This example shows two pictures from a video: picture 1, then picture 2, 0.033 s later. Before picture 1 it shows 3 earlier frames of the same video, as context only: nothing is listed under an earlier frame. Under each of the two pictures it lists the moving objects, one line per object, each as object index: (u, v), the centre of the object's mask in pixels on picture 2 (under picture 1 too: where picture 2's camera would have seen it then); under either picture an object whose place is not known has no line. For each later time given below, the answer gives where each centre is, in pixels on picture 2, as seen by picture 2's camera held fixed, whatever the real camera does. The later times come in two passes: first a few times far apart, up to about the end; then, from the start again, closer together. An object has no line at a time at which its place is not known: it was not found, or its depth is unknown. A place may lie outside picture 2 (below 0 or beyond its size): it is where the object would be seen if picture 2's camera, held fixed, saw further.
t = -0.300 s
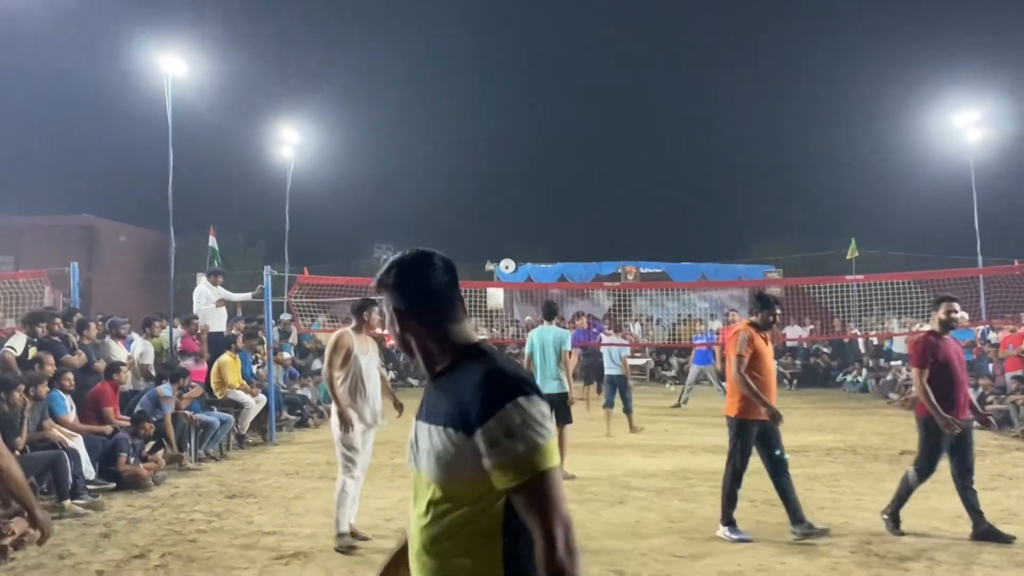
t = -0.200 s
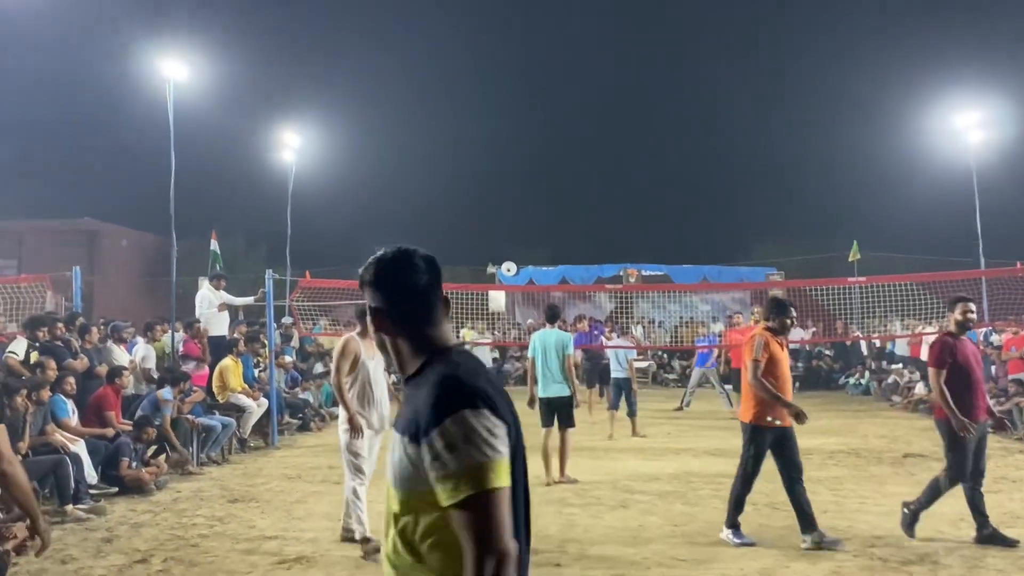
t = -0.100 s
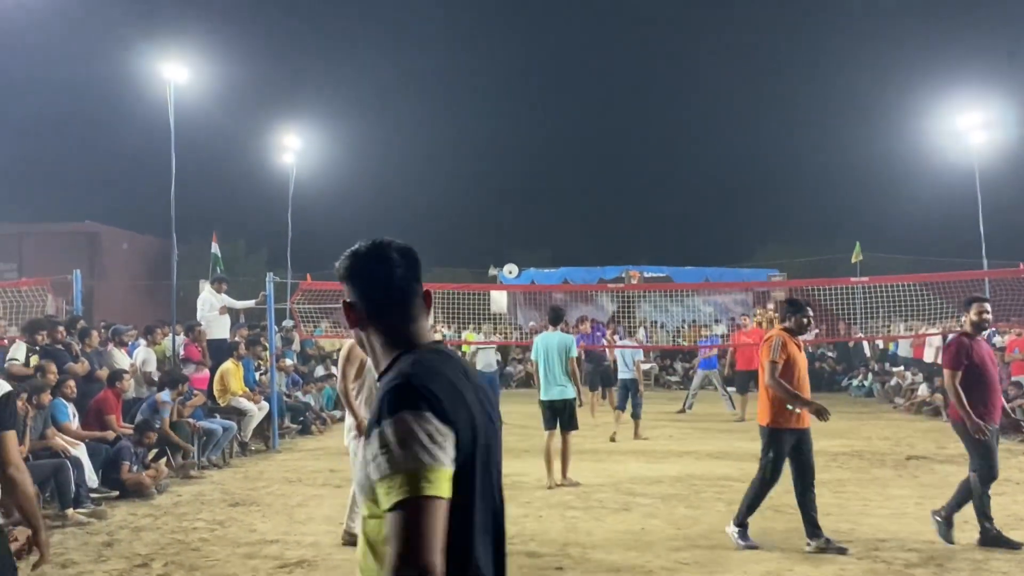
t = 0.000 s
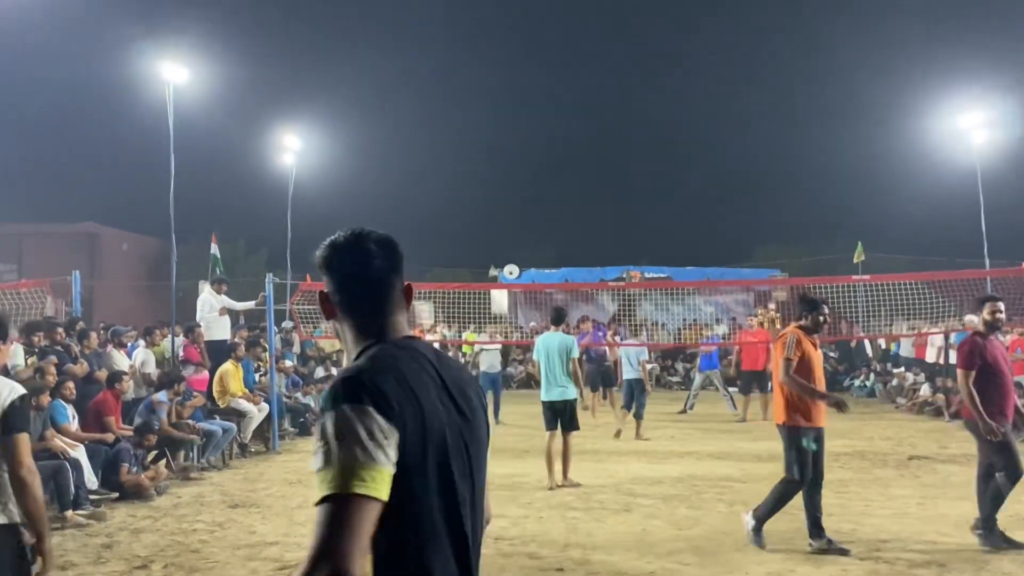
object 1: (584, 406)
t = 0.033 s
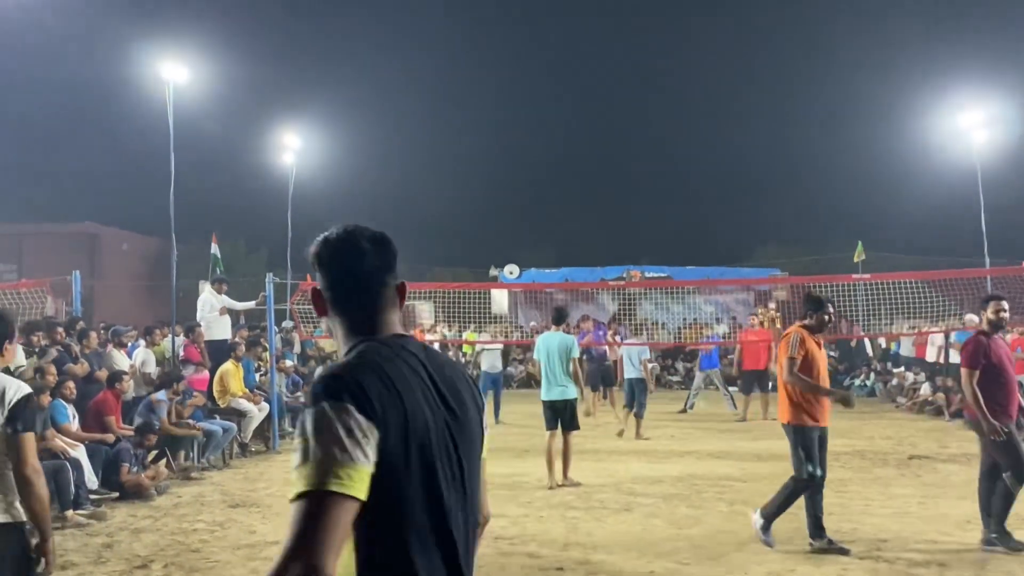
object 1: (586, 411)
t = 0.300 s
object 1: (605, 445)
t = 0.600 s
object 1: (635, 460)
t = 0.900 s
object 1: (680, 516)
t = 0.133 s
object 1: (593, 438)
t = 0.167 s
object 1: (595, 449)
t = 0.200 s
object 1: (598, 461)
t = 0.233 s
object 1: (599, 454)
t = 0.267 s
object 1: (602, 450)
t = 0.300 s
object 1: (605, 445)
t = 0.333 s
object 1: (608, 442)
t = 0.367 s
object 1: (609, 440)
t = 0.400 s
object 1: (612, 439)
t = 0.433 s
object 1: (616, 439)
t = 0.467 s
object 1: (619, 442)
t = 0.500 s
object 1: (623, 444)
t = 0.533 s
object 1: (627, 447)
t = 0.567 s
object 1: (631, 453)
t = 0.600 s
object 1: (635, 460)
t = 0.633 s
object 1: (639, 469)
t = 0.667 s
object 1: (643, 478)
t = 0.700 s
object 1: (647, 491)
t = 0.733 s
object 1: (653, 506)
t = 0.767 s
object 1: (657, 522)
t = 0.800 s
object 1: (663, 518)
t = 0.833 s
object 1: (669, 516)
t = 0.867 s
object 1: (673, 516)
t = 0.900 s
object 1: (680, 516)
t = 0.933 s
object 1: (687, 520)
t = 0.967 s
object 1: (694, 525)
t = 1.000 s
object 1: (700, 531)
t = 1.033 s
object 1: (708, 540)
